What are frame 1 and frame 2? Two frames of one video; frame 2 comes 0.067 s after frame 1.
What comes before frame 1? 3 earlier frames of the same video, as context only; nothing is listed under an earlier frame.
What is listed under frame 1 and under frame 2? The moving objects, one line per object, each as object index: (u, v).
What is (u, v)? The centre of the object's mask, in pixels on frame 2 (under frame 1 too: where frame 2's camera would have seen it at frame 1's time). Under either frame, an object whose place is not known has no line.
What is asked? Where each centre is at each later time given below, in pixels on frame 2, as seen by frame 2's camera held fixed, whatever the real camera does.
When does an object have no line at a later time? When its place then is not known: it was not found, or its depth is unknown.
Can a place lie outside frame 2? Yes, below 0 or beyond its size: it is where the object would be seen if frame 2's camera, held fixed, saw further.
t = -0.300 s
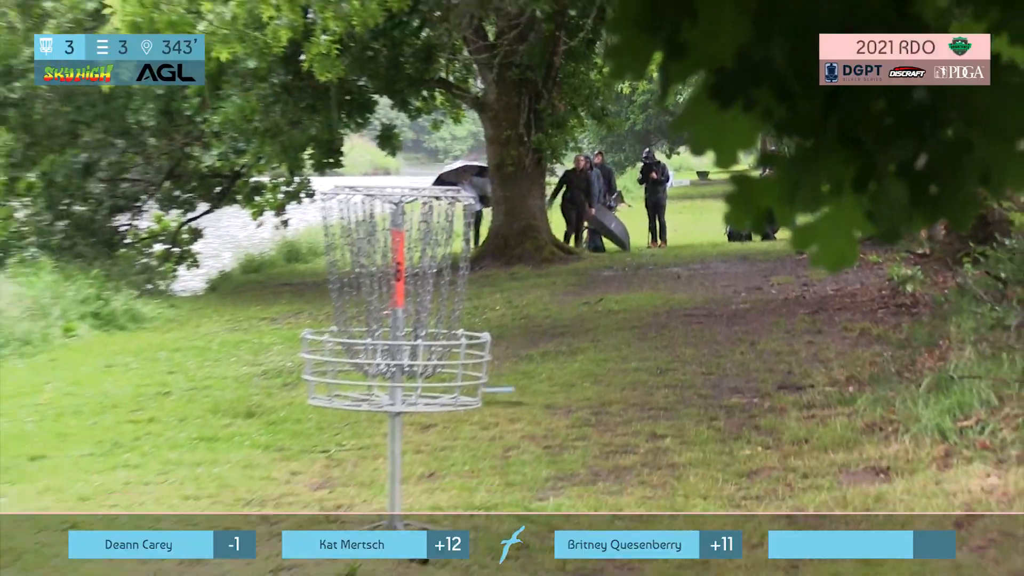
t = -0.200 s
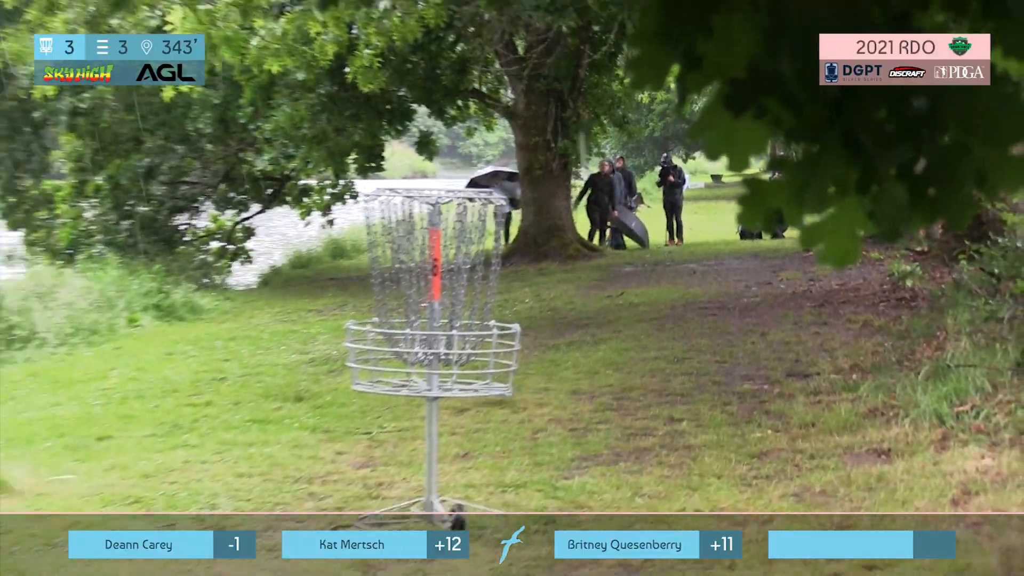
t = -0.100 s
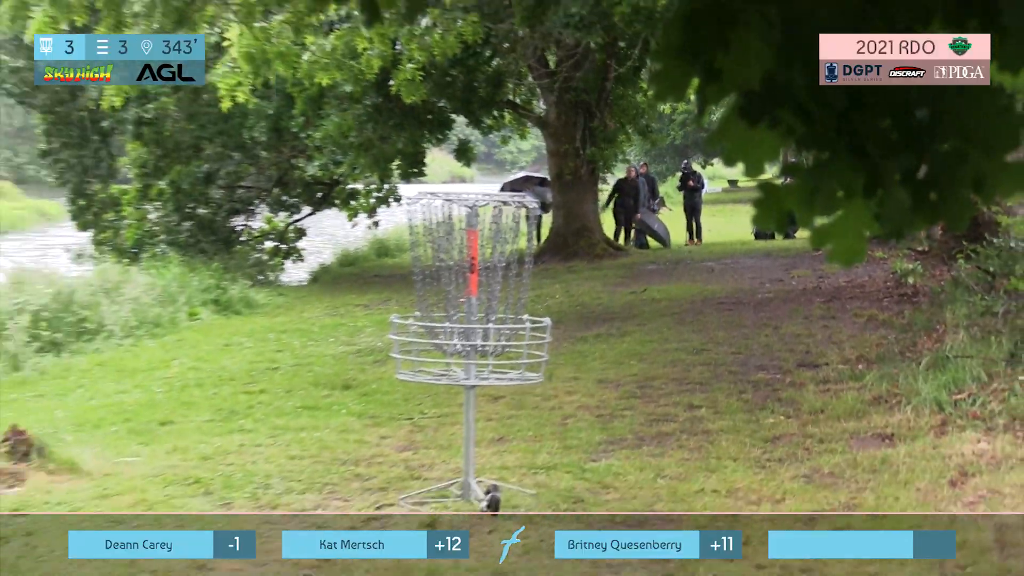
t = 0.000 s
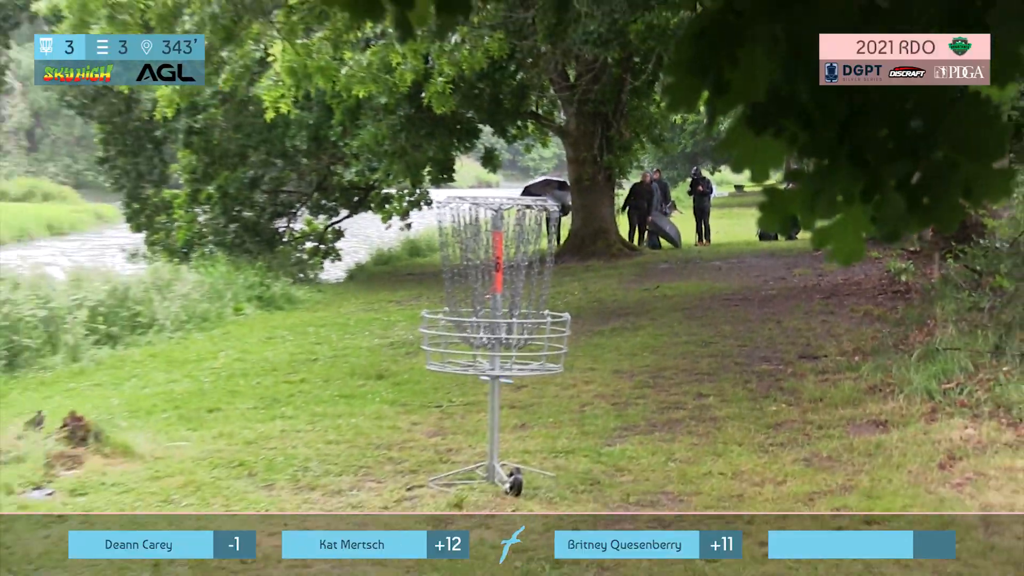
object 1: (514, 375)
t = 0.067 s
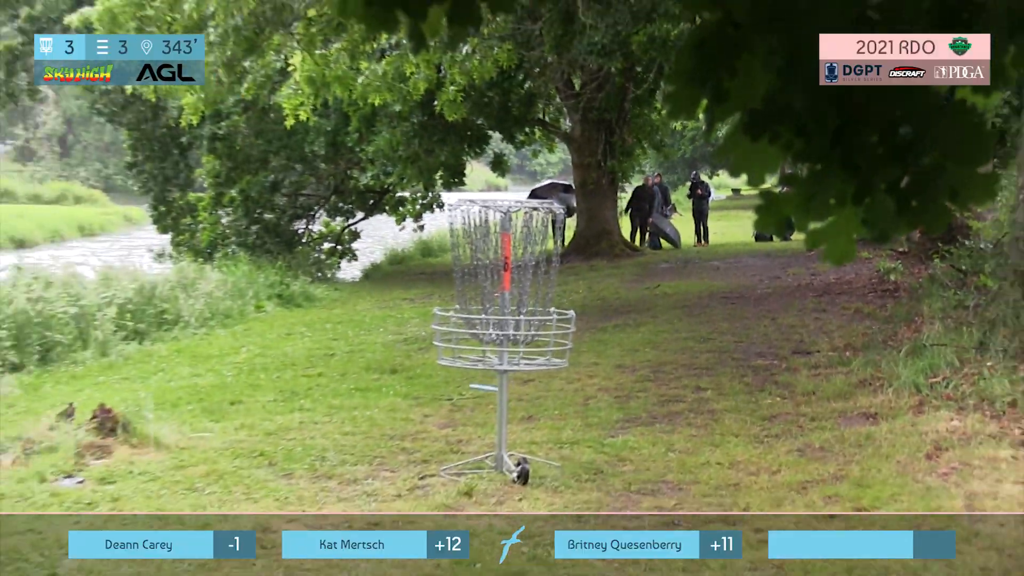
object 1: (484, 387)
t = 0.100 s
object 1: (477, 397)
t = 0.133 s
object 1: (467, 407)
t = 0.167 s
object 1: (458, 420)
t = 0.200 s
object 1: (447, 429)
